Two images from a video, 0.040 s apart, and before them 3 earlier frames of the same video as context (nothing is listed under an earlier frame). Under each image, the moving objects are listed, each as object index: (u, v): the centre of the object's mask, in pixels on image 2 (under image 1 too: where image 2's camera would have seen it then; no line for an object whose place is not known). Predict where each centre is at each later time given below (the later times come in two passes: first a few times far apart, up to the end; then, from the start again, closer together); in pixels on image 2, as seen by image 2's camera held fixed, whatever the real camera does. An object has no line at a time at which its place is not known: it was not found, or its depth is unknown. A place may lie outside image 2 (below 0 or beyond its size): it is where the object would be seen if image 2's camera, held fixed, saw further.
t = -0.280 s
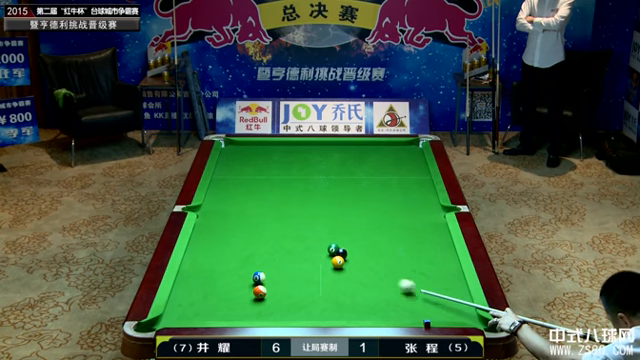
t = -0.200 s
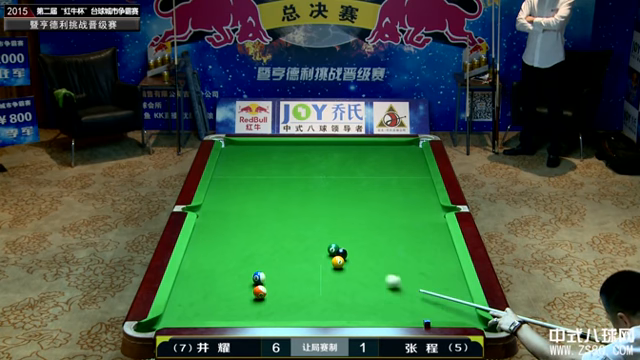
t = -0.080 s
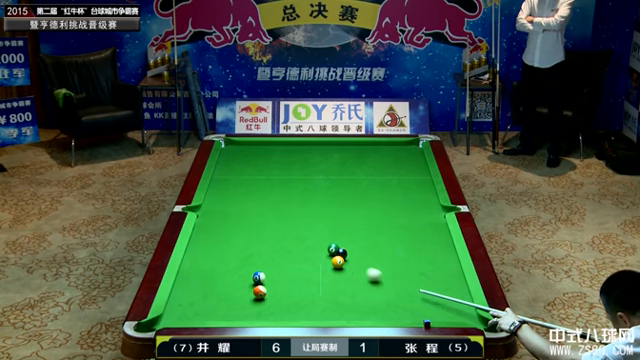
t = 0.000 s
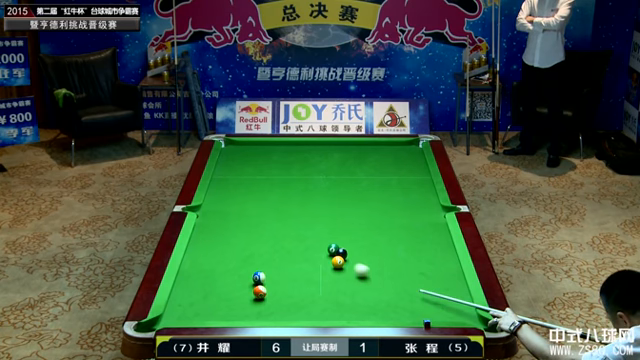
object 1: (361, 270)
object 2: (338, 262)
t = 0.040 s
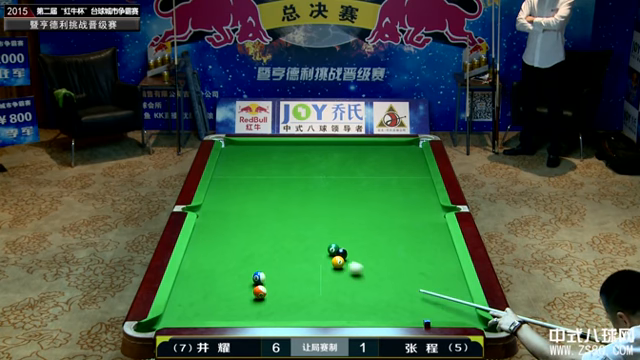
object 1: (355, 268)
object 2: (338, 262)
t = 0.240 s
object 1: (343, 265)
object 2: (322, 256)
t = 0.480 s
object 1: (335, 262)
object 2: (301, 248)
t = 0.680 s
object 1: (330, 261)
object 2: (286, 243)
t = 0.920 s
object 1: (323, 259)
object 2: (269, 237)
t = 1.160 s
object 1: (318, 258)
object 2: (253, 231)
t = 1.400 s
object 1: (313, 257)
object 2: (238, 226)
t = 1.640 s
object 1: (310, 256)
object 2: (224, 221)
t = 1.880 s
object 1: (307, 255)
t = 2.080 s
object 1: (306, 255)
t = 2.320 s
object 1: (306, 255)
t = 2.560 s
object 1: (307, 255)
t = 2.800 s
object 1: (307, 255)
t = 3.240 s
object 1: (308, 255)
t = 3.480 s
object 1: (307, 255)
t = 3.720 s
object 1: (307, 255)
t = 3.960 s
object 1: (307, 255)
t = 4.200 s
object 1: (307, 255)
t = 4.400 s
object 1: (307, 255)
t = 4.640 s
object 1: (307, 255)
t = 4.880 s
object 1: (307, 255)
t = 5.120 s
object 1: (307, 255)
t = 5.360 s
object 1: (307, 255)
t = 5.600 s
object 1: (307, 255)
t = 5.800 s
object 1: (307, 255)
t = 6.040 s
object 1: (307, 255)
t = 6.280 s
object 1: (307, 255)
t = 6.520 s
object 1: (307, 255)
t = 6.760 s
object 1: (307, 255)
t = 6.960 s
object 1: (307, 255)
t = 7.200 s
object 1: (307, 255)
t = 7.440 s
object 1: (307, 255)
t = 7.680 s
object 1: (307, 255)
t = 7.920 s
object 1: (307, 255)
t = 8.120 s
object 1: (307, 255)
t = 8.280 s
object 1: (307, 255)
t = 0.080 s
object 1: (350, 266)
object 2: (337, 262)
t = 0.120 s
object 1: (346, 266)
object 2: (334, 261)
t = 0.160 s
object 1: (346, 266)
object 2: (329, 259)
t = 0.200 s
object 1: (345, 265)
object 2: (325, 257)
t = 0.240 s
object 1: (343, 265)
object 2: (322, 256)
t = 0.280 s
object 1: (342, 264)
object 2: (318, 254)
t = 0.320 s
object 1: (341, 264)
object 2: (315, 253)
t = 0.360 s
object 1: (339, 263)
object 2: (312, 252)
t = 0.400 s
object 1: (338, 263)
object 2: (308, 251)
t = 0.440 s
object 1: (336, 263)
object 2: (305, 250)
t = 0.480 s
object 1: (335, 262)
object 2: (301, 248)
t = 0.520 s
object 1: (334, 262)
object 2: (298, 248)
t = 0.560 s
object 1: (333, 262)
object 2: (295, 246)
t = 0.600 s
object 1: (332, 261)
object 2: (292, 245)
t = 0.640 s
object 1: (331, 261)
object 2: (289, 244)
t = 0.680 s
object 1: (330, 261)
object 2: (286, 243)
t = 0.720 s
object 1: (329, 261)
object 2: (283, 242)
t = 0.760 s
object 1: (327, 260)
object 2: (280, 241)
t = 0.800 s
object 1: (326, 260)
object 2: (277, 240)
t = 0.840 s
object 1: (325, 260)
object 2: (274, 239)
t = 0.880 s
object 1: (324, 260)
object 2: (272, 238)
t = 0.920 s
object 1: (323, 259)
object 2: (269, 237)
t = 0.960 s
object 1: (322, 259)
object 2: (266, 236)
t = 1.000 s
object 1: (321, 259)
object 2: (263, 235)
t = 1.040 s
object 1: (320, 259)
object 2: (261, 234)
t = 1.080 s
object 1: (320, 258)
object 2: (258, 233)
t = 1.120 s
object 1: (319, 258)
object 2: (255, 232)
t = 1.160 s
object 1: (318, 258)
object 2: (253, 231)
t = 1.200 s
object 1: (317, 258)
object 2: (250, 230)
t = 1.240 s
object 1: (316, 258)
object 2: (248, 230)
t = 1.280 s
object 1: (316, 257)
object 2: (245, 228)
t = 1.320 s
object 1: (315, 257)
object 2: (243, 228)
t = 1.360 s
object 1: (314, 257)
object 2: (240, 227)
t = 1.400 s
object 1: (313, 257)
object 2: (238, 226)
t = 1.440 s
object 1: (312, 256)
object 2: (236, 225)
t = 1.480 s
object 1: (312, 256)
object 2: (234, 224)
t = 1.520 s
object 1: (312, 256)
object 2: (231, 223)
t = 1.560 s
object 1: (311, 256)
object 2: (229, 223)
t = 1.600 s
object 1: (310, 256)
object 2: (227, 222)
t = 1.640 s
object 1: (310, 256)
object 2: (224, 221)
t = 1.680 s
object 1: (309, 255)
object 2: (222, 220)
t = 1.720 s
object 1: (309, 255)
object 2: (220, 220)
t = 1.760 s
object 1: (308, 255)
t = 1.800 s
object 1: (308, 255)
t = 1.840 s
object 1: (308, 255)
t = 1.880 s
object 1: (307, 255)
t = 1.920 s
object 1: (307, 255)
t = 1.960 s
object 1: (307, 255)
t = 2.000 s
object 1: (307, 255)
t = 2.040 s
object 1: (306, 255)
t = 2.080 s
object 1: (306, 255)
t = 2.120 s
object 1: (306, 255)
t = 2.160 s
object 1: (306, 255)
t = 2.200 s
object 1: (306, 255)
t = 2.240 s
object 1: (306, 255)
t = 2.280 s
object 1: (306, 255)
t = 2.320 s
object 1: (306, 255)
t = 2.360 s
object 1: (307, 255)
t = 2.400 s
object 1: (307, 255)
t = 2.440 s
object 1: (307, 255)
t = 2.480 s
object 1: (307, 255)
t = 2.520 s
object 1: (307, 255)
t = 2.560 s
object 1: (307, 255)
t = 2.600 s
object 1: (307, 255)
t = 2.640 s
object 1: (307, 255)
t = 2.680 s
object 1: (307, 255)
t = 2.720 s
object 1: (307, 255)
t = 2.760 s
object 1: (307, 255)
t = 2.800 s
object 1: (307, 255)
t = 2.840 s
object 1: (306, 253)
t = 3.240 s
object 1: (308, 255)
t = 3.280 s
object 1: (307, 254)
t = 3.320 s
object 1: (307, 255)
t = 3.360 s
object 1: (307, 255)
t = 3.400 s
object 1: (307, 255)
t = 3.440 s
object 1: (307, 255)
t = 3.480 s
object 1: (307, 255)
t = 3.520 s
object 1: (307, 255)
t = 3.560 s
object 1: (307, 255)
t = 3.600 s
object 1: (307, 255)
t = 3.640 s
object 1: (307, 255)
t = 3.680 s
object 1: (307, 255)
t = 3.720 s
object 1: (307, 255)
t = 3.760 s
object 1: (307, 255)
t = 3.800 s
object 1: (307, 255)
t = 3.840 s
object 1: (307, 255)
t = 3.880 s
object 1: (307, 255)
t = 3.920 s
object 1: (307, 255)
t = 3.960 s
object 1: (307, 255)
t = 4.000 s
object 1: (307, 255)
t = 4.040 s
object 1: (307, 255)
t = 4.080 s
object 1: (307, 255)
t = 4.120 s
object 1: (307, 255)
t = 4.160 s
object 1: (307, 255)
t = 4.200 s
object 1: (307, 255)
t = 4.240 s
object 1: (307, 255)
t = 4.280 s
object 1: (307, 255)
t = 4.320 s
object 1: (307, 255)
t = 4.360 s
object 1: (307, 255)
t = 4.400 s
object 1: (307, 255)
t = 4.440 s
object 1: (307, 255)
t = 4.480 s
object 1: (307, 255)
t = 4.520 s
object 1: (307, 255)
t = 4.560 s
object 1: (307, 255)
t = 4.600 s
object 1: (307, 255)
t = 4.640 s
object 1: (307, 255)
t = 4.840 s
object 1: (307, 254)
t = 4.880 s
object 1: (307, 255)
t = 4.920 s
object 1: (307, 255)
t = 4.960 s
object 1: (307, 255)
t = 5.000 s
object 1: (307, 255)
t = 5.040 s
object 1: (307, 255)
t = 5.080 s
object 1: (307, 255)
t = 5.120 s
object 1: (307, 255)
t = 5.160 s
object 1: (307, 255)
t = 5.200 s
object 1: (307, 255)
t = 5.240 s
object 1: (307, 255)
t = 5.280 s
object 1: (307, 255)
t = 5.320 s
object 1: (307, 255)
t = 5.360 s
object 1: (307, 255)
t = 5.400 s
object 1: (307, 255)
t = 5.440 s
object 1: (307, 255)
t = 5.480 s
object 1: (307, 255)
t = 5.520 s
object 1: (307, 255)
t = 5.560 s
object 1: (307, 255)
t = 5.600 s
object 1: (307, 255)
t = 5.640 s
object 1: (307, 255)
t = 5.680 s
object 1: (307, 255)
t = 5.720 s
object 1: (307, 255)
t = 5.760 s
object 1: (307, 255)
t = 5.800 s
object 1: (307, 255)
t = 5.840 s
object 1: (307, 255)
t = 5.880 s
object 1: (307, 255)
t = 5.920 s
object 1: (307, 255)
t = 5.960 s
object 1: (307, 255)
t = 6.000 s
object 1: (307, 255)
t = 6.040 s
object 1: (307, 255)
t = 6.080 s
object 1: (307, 255)
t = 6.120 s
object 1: (307, 255)
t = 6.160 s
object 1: (307, 255)
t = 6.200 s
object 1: (307, 255)
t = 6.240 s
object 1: (307, 255)
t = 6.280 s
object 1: (307, 255)
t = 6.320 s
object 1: (307, 255)
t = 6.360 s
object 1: (307, 255)
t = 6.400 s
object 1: (307, 255)
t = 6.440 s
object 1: (307, 255)
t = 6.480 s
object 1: (307, 255)
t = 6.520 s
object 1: (307, 255)
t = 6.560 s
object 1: (307, 255)
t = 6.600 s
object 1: (307, 255)
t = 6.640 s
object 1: (307, 255)
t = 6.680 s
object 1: (307, 255)
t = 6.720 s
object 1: (307, 255)
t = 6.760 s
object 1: (307, 255)
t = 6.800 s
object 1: (307, 255)
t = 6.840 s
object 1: (307, 255)
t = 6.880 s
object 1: (307, 255)
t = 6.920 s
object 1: (307, 255)
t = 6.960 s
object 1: (307, 255)
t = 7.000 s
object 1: (307, 255)
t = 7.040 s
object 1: (307, 255)
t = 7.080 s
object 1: (307, 255)
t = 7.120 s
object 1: (307, 255)
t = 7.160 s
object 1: (307, 255)
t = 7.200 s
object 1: (307, 255)
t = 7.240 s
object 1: (307, 255)
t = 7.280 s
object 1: (307, 255)
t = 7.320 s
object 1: (307, 255)
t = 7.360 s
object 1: (307, 255)
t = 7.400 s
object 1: (307, 255)
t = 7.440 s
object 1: (307, 255)
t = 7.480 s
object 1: (307, 255)
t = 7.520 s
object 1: (307, 255)
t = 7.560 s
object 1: (307, 255)
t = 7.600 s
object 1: (307, 255)
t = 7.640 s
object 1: (307, 255)
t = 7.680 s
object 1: (307, 255)
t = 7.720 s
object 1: (307, 255)
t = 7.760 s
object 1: (307, 255)
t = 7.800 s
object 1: (307, 255)
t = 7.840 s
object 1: (307, 255)
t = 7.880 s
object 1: (307, 255)
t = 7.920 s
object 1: (307, 255)
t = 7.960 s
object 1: (307, 255)
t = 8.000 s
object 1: (307, 255)
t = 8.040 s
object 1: (307, 255)
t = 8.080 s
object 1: (307, 255)
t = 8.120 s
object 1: (307, 255)
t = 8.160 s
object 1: (307, 255)
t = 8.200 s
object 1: (307, 255)
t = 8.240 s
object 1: (307, 255)
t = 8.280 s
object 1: (307, 255)
